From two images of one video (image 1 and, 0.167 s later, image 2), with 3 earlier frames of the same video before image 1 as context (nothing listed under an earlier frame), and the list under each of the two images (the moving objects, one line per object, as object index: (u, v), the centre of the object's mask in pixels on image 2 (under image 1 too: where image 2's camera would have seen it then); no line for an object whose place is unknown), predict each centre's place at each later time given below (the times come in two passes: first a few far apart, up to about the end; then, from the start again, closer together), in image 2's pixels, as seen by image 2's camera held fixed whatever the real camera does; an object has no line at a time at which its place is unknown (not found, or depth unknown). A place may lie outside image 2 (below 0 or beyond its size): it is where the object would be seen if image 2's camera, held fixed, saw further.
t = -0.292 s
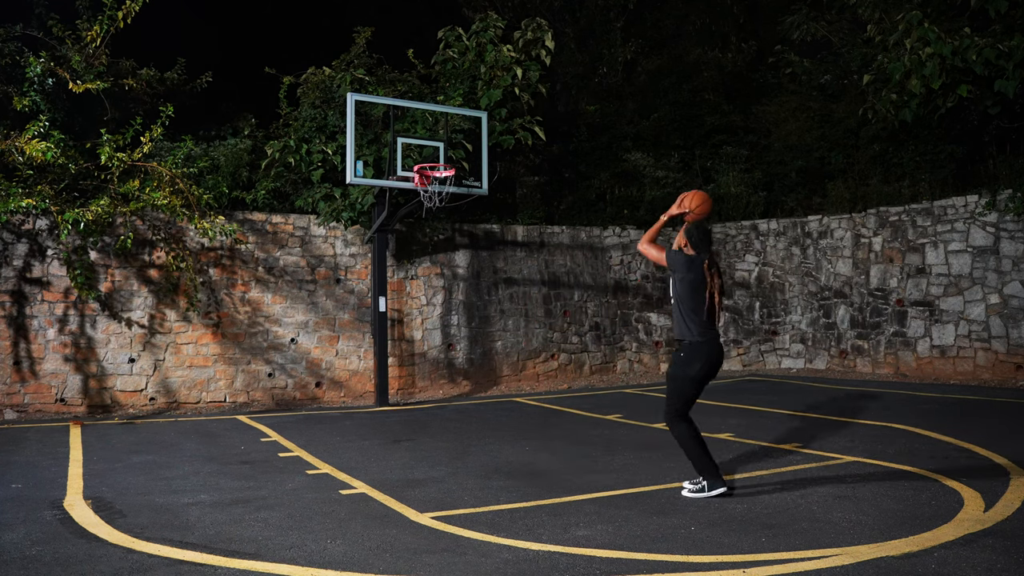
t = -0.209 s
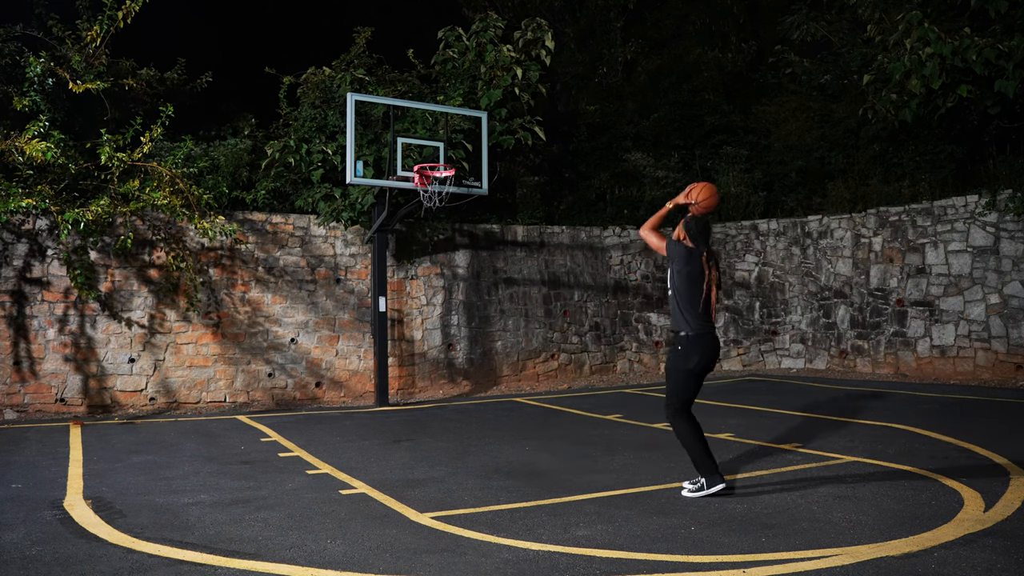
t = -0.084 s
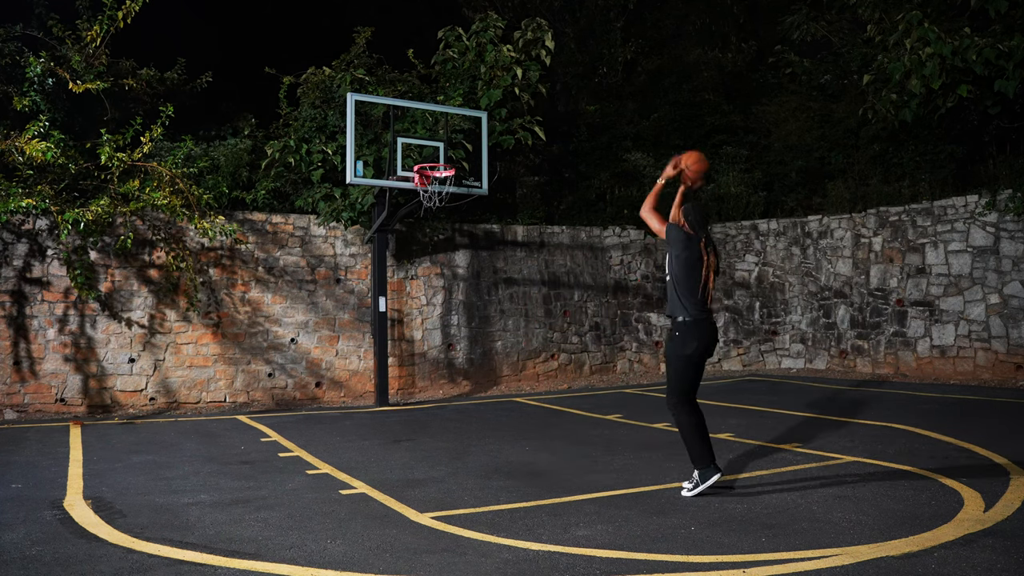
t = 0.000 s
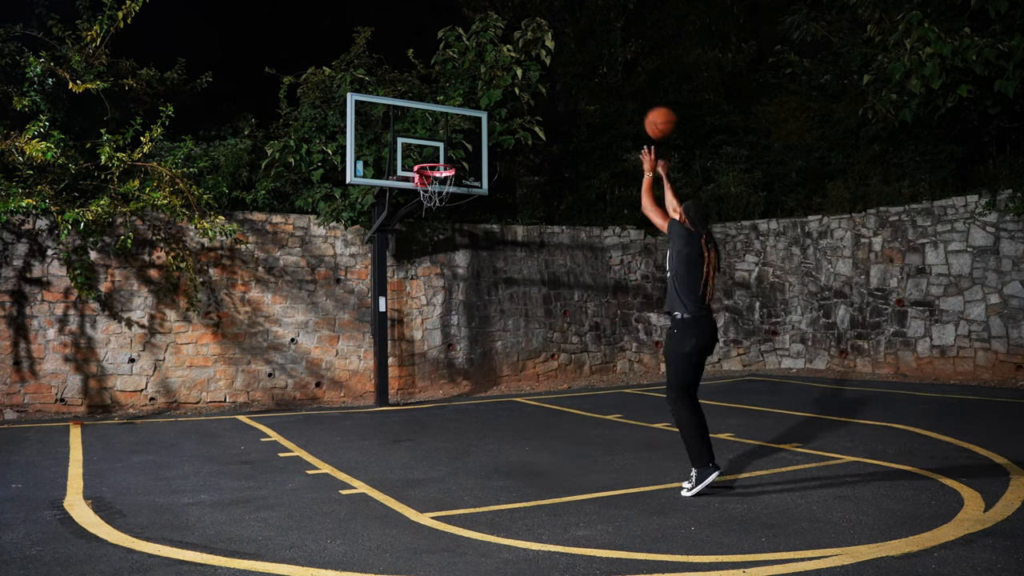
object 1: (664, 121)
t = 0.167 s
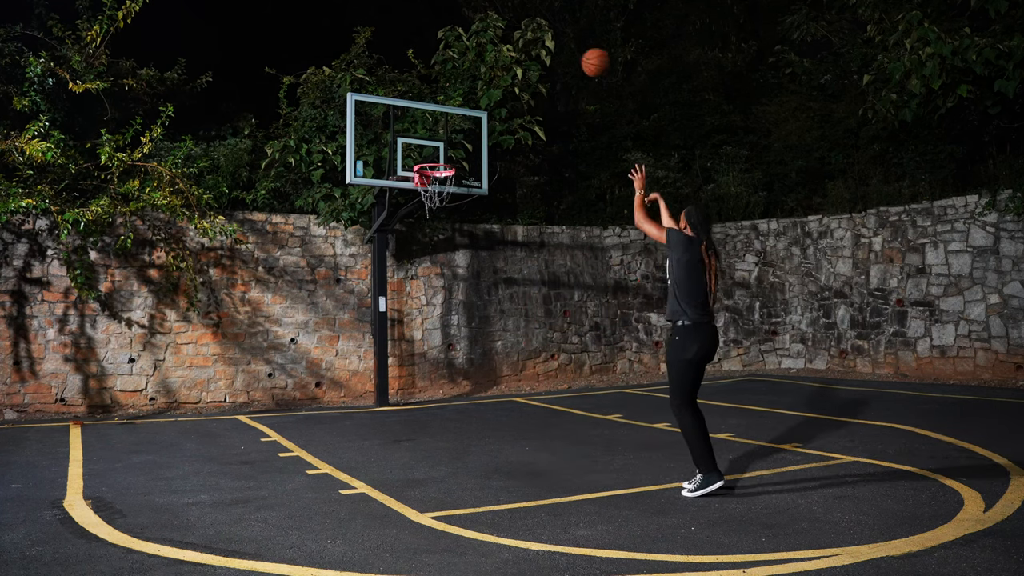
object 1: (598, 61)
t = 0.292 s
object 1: (559, 42)
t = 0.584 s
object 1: (486, 64)
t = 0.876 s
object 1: (431, 148)
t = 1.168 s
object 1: (450, 189)
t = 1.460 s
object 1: (437, 214)
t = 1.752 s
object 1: (423, 312)
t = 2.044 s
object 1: (408, 380)
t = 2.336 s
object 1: (392, 326)
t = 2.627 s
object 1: (374, 346)
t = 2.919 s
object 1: (358, 407)
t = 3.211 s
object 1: (341, 375)
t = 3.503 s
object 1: (323, 424)
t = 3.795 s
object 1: (305, 403)
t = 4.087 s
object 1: (287, 417)
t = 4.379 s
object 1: (268, 429)
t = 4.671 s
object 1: (250, 434)
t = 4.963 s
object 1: (231, 442)
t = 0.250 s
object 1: (571, 46)
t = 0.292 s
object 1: (559, 42)
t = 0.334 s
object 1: (547, 41)
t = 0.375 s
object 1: (533, 42)
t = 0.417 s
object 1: (524, 42)
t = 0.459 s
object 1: (514, 45)
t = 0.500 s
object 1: (502, 51)
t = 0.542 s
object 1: (493, 56)
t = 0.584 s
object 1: (486, 64)
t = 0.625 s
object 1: (475, 72)
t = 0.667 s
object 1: (466, 82)
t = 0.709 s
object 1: (458, 93)
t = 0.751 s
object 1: (452, 105)
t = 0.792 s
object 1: (445, 118)
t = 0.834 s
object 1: (438, 132)
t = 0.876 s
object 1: (431, 148)
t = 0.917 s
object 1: (424, 159)
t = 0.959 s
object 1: (434, 172)
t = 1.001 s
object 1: (443, 175)
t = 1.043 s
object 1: (450, 182)
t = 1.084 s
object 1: (451, 187)
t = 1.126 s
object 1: (450, 189)
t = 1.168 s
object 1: (450, 189)
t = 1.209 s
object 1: (448, 189)
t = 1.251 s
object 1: (447, 190)
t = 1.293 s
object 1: (445, 192)
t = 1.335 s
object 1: (443, 196)
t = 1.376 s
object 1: (441, 201)
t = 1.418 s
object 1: (439, 207)
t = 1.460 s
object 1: (437, 214)
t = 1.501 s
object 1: (435, 224)
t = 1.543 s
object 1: (432, 235)
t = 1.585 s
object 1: (431, 247)
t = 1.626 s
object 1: (429, 261)
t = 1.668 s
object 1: (427, 276)
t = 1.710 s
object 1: (425, 294)
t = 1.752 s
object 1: (423, 312)
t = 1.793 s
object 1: (421, 332)
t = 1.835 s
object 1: (419, 353)
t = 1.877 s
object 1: (418, 376)
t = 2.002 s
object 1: (412, 393)
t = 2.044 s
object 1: (408, 380)
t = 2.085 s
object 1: (407, 368)
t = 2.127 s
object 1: (404, 357)
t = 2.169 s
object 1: (401, 348)
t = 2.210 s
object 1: (400, 340)
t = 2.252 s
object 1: (397, 334)
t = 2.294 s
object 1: (395, 329)
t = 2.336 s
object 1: (392, 326)
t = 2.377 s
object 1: (390, 324)
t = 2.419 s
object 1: (388, 324)
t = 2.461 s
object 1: (385, 325)
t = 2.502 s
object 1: (382, 328)
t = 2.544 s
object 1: (380, 332)
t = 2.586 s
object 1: (377, 338)
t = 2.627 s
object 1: (374, 346)
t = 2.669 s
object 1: (372, 355)
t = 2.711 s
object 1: (370, 367)
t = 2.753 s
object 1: (367, 378)
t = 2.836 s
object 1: (363, 407)
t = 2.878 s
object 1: (360, 417)
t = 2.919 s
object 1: (358, 407)
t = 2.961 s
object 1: (355, 397)
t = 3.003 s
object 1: (353, 390)
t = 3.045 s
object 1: (350, 384)
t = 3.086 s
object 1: (348, 379)
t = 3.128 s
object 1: (345, 376)
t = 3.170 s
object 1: (343, 375)
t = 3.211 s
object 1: (341, 375)
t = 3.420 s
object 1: (327, 401)
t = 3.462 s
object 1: (325, 412)
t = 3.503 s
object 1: (323, 424)
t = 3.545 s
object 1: (320, 418)
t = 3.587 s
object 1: (318, 411)
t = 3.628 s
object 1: (315, 406)
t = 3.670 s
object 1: (313, 403)
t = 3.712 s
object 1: (310, 401)
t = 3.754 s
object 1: (307, 401)
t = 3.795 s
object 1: (305, 403)
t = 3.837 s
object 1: (302, 406)
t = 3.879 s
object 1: (300, 411)
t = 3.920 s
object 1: (297, 418)
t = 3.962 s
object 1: (295, 427)
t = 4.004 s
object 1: (292, 425)
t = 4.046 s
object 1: (290, 420)
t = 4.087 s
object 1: (287, 417)
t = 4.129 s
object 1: (284, 416)
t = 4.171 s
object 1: (282, 417)
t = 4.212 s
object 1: (279, 419)
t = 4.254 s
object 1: (276, 423)
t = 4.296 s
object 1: (274, 429)
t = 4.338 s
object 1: (271, 432)
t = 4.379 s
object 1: (268, 429)
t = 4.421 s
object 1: (266, 427)
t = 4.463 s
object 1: (263, 427)
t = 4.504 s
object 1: (261, 428)
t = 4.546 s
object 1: (258, 432)
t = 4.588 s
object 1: (255, 437)
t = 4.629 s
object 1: (253, 435)
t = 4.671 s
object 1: (250, 434)
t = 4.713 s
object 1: (248, 434)
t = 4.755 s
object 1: (245, 436)
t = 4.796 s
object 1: (242, 440)
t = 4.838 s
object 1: (240, 439)
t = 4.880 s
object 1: (237, 439)
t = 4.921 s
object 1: (234, 440)
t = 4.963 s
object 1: (231, 442)
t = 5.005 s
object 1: (229, 442)
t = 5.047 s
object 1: (226, 443)
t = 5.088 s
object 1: (223, 444)
